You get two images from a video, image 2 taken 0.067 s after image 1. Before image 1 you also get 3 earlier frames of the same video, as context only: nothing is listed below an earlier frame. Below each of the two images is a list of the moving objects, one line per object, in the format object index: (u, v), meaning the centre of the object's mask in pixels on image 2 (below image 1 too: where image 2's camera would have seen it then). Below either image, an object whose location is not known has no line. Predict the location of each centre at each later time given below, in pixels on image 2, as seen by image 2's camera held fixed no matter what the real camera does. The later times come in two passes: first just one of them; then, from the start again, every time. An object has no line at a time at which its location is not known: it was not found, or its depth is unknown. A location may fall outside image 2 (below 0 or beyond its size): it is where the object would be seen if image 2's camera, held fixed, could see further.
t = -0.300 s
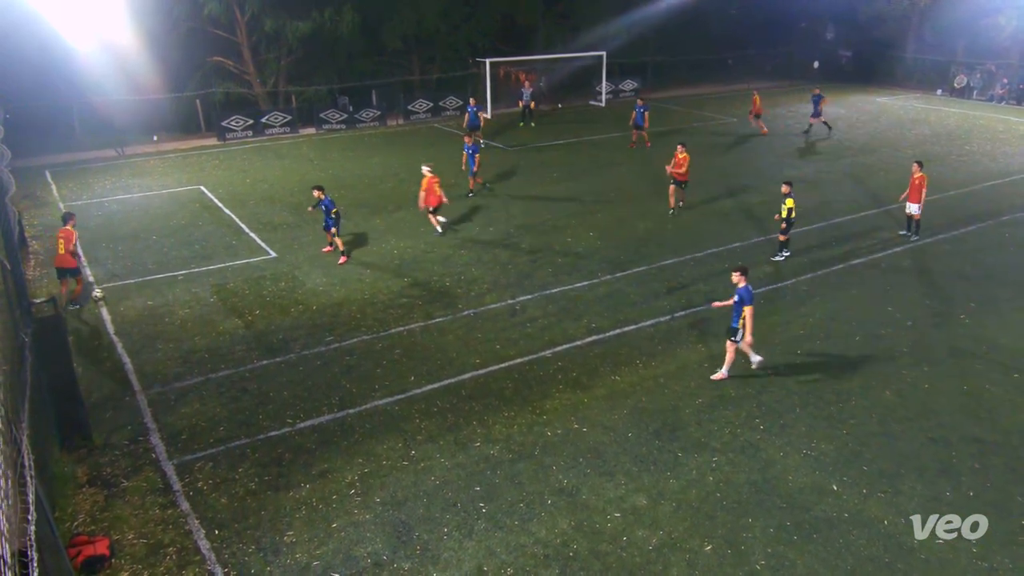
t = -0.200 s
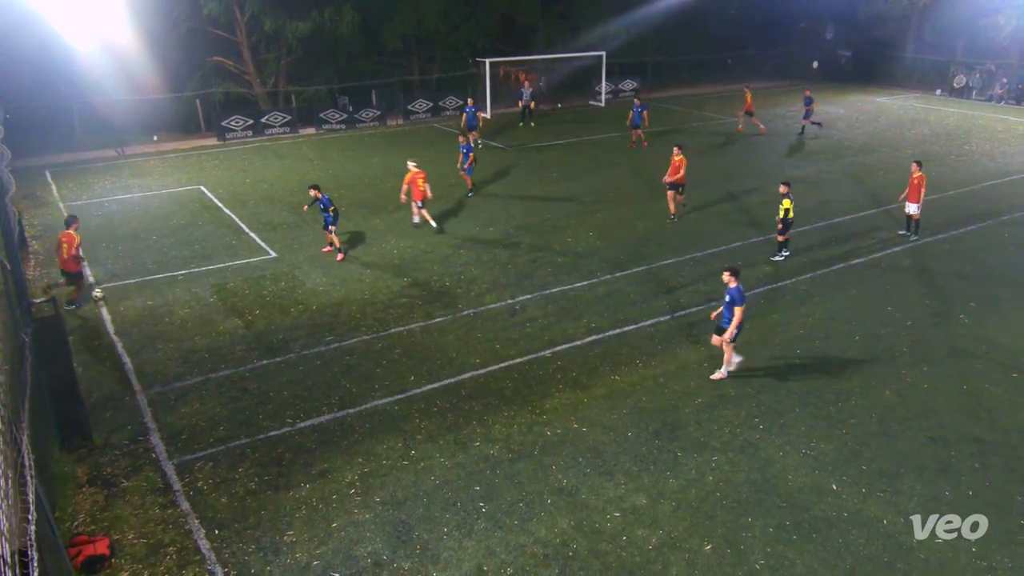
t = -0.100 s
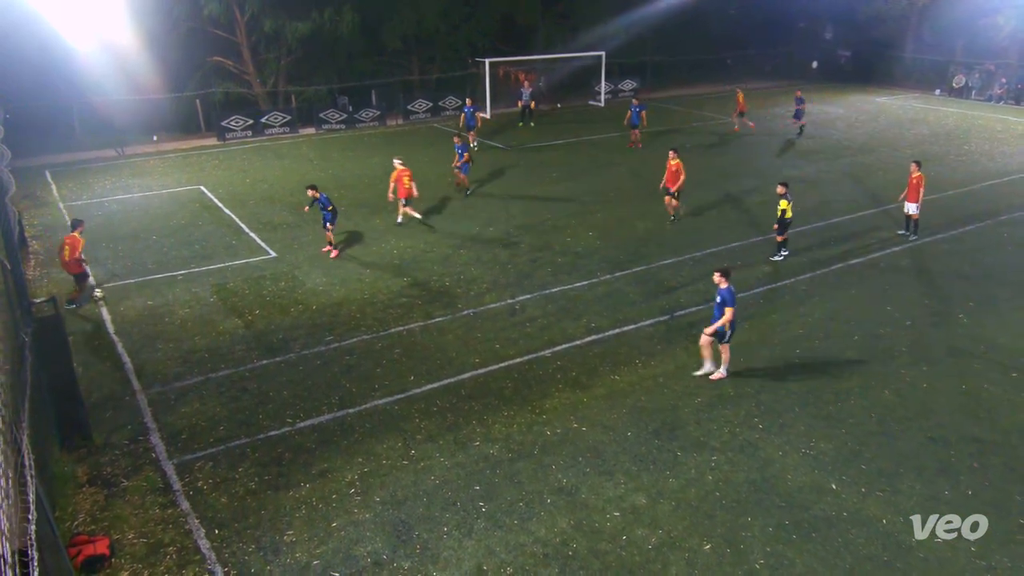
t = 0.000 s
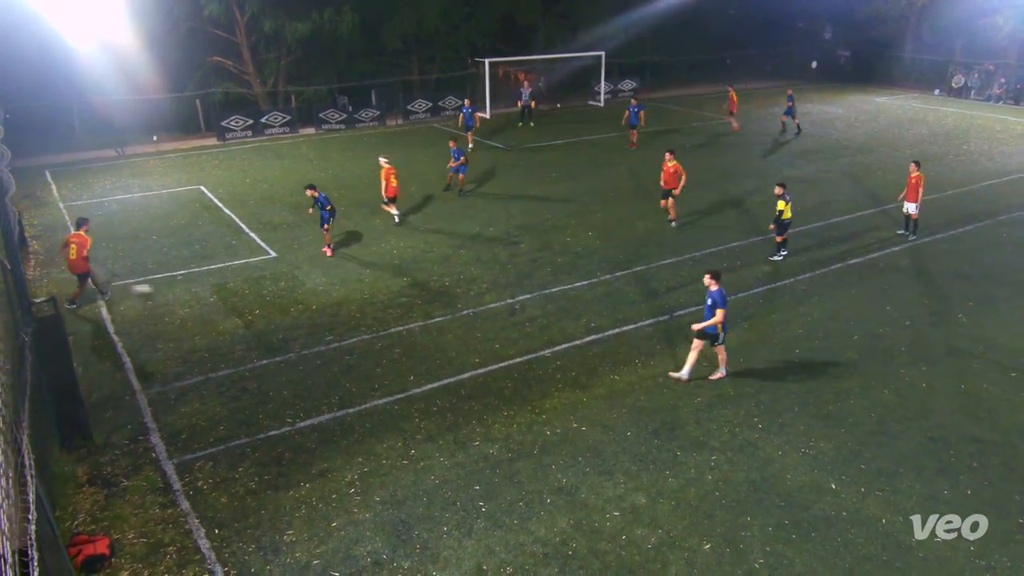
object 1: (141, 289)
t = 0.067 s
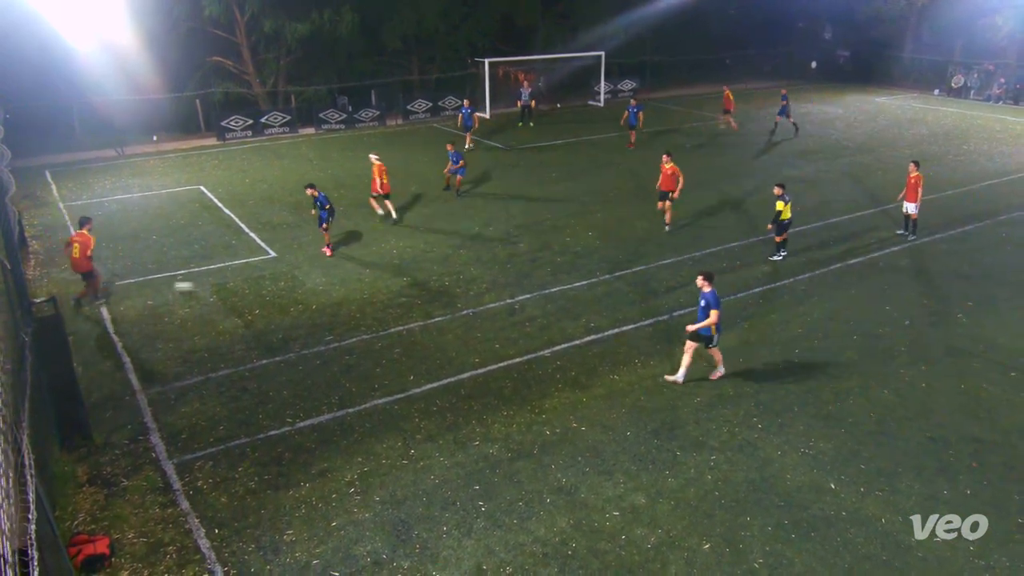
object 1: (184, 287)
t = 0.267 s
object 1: (286, 274)
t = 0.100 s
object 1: (202, 286)
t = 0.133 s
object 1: (221, 284)
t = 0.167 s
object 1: (237, 281)
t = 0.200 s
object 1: (254, 278)
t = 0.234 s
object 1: (270, 276)
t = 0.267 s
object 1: (286, 274)
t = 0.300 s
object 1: (302, 273)
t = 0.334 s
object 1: (318, 273)
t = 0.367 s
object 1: (334, 273)
